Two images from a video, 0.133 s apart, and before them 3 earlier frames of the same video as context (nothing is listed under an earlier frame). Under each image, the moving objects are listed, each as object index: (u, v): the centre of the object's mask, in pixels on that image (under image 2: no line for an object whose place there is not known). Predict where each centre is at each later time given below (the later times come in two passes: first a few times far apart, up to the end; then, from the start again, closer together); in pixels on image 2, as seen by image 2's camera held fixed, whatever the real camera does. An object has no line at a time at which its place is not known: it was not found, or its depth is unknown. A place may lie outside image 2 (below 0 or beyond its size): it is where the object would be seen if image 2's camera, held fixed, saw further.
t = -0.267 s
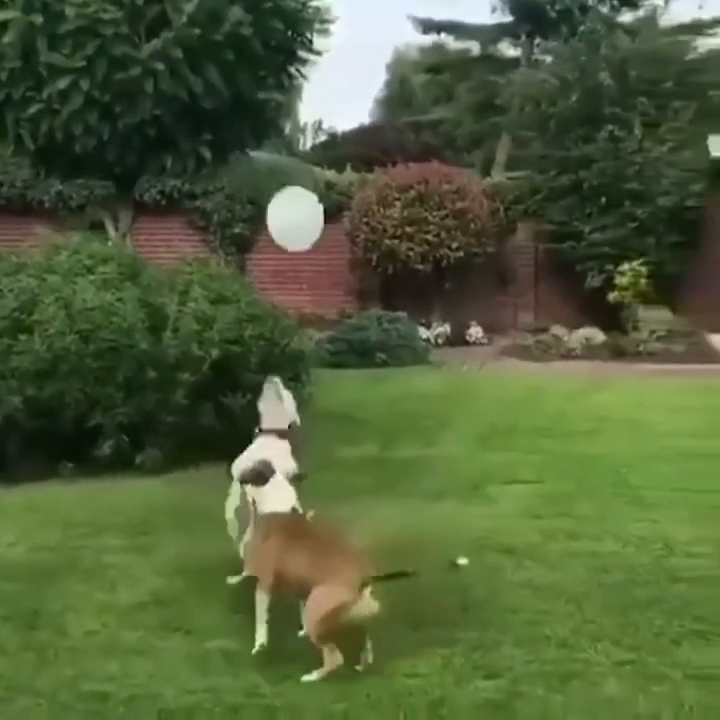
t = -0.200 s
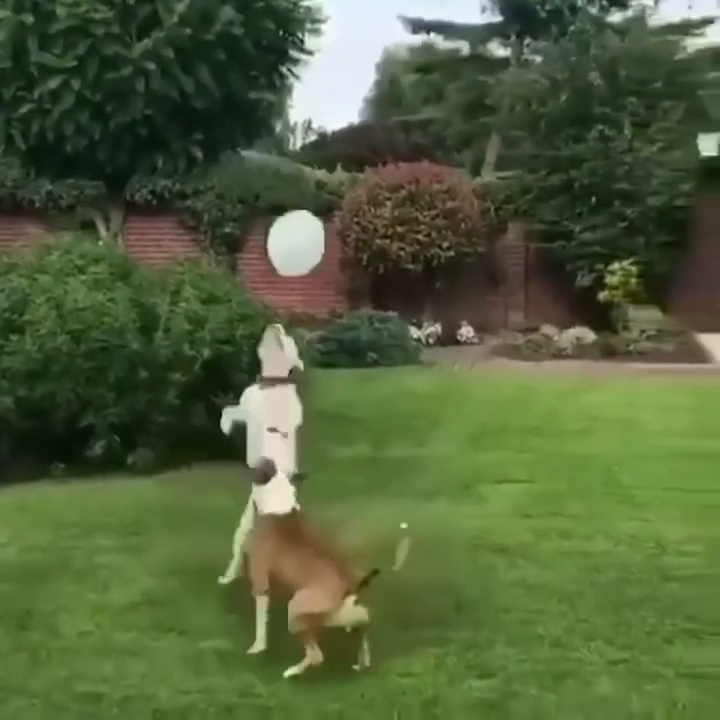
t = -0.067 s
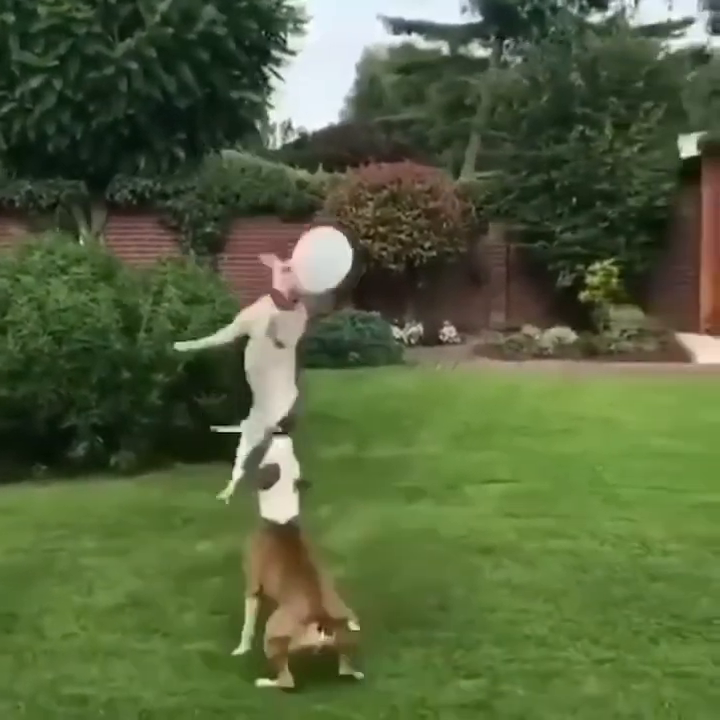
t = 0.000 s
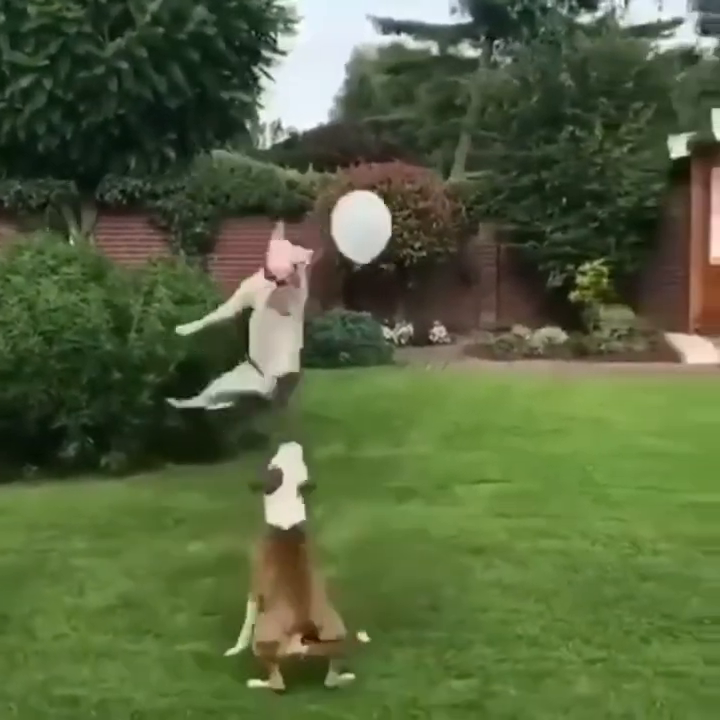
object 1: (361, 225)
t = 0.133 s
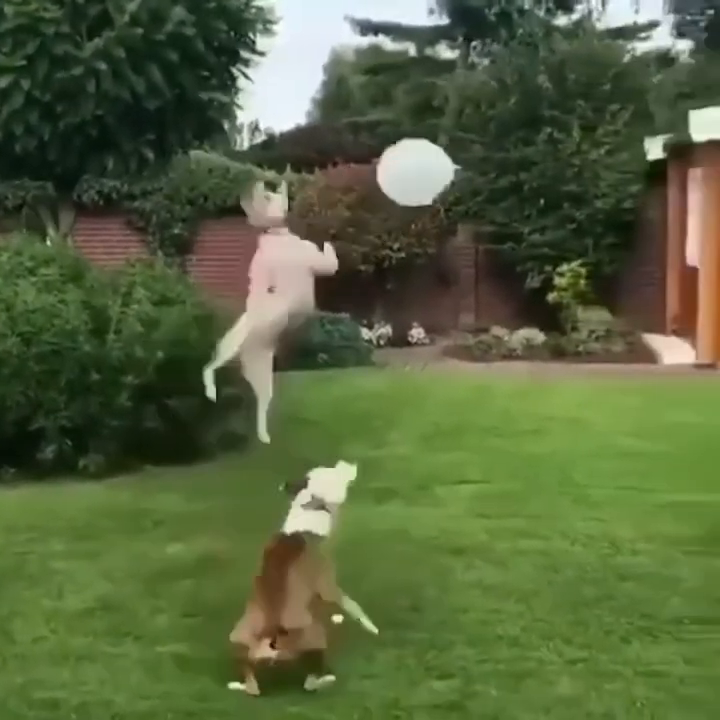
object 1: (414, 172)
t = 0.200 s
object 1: (443, 152)
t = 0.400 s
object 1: (506, 116)
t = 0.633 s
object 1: (548, 116)
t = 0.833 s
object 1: (576, 157)
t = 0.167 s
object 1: (429, 161)
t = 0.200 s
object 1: (443, 152)
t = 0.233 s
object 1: (456, 144)
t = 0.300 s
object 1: (478, 131)
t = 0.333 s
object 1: (488, 125)
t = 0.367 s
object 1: (497, 120)
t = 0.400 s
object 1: (506, 116)
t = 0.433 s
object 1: (514, 113)
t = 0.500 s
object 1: (528, 109)
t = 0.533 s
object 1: (533, 110)
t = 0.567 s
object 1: (538, 111)
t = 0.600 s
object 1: (543, 113)
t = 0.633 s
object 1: (548, 116)
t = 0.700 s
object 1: (557, 127)
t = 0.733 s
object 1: (561, 134)
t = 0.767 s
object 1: (566, 141)
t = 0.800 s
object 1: (571, 148)
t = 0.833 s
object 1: (576, 157)
